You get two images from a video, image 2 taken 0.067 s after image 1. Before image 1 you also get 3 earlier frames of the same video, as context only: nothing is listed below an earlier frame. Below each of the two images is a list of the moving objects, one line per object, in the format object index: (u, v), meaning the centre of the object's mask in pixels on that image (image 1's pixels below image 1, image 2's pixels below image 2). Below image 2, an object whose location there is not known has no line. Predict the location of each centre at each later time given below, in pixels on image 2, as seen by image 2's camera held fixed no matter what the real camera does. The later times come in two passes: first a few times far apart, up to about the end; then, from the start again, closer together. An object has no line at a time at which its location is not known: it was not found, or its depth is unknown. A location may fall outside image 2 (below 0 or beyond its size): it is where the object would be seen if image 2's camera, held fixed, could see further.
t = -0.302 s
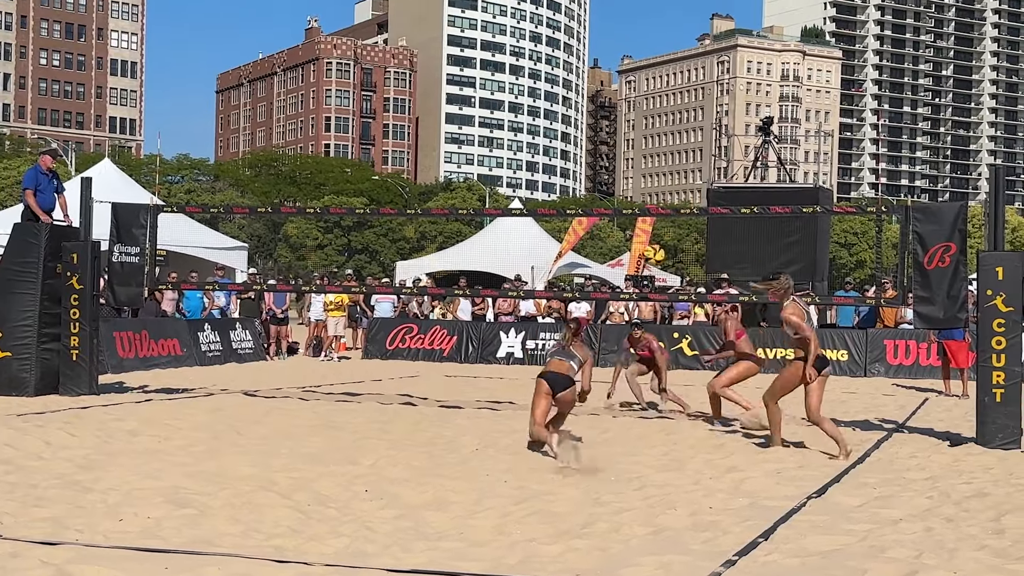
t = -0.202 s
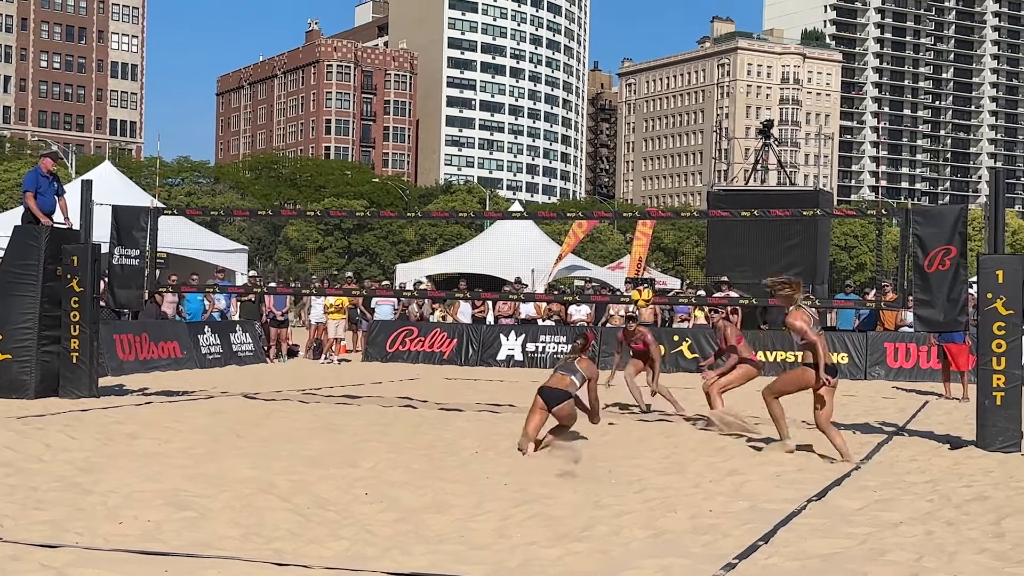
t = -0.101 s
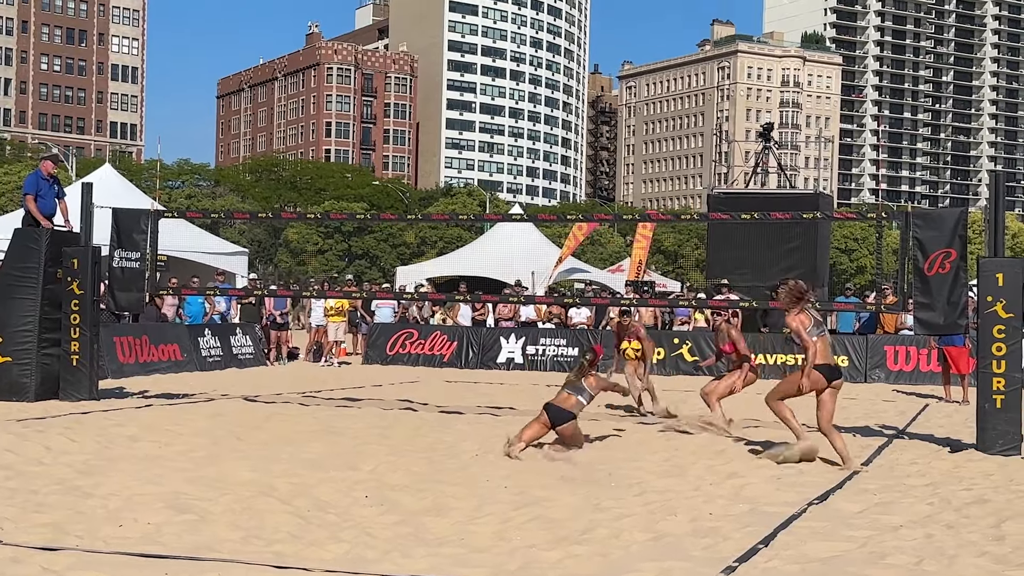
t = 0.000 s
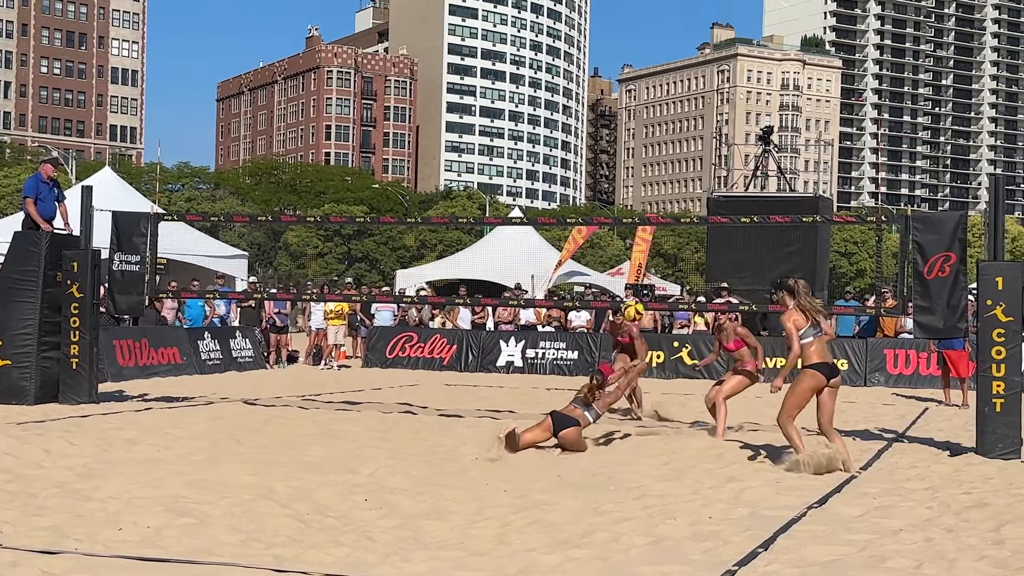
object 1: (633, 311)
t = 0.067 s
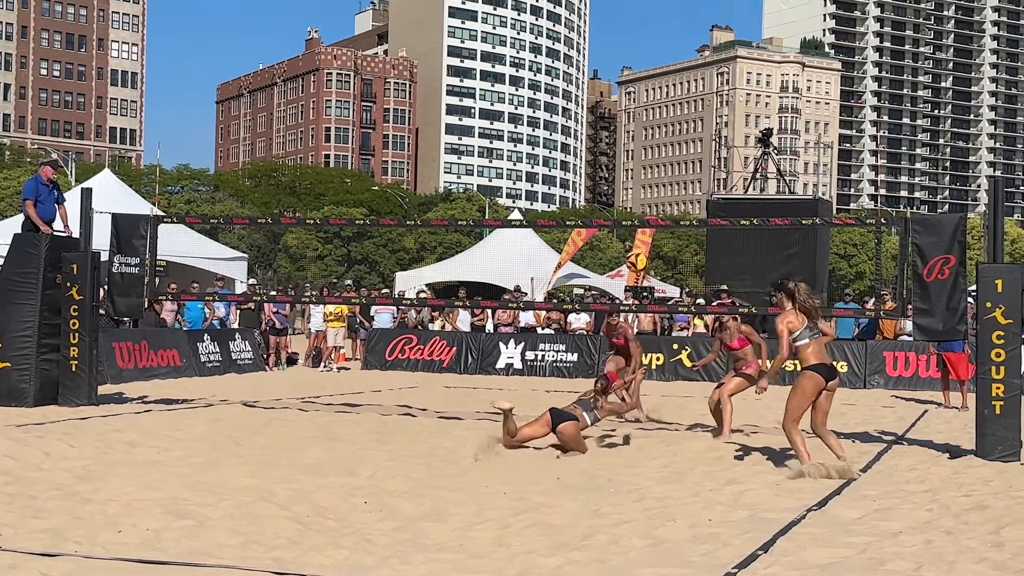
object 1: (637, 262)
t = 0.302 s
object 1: (652, 116)
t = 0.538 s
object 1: (668, 25)
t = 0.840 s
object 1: (686, -10)
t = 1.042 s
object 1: (698, 22)
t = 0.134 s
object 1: (641, 215)
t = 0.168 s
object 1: (644, 193)
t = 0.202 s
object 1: (646, 173)
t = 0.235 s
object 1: (648, 152)
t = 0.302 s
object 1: (652, 116)
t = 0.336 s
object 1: (654, 100)
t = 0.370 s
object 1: (656, 86)
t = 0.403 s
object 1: (659, 71)
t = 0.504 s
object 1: (666, 34)
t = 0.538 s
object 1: (668, 25)
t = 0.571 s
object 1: (670, 16)
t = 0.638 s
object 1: (674, 3)
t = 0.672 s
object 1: (676, -3)
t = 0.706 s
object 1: (678, -7)
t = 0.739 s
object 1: (680, -9)
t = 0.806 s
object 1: (684, -11)
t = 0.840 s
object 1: (686, -10)
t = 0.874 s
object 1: (689, -8)
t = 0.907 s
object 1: (690, -5)
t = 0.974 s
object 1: (694, 6)
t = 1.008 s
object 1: (696, 13)
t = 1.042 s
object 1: (698, 22)
